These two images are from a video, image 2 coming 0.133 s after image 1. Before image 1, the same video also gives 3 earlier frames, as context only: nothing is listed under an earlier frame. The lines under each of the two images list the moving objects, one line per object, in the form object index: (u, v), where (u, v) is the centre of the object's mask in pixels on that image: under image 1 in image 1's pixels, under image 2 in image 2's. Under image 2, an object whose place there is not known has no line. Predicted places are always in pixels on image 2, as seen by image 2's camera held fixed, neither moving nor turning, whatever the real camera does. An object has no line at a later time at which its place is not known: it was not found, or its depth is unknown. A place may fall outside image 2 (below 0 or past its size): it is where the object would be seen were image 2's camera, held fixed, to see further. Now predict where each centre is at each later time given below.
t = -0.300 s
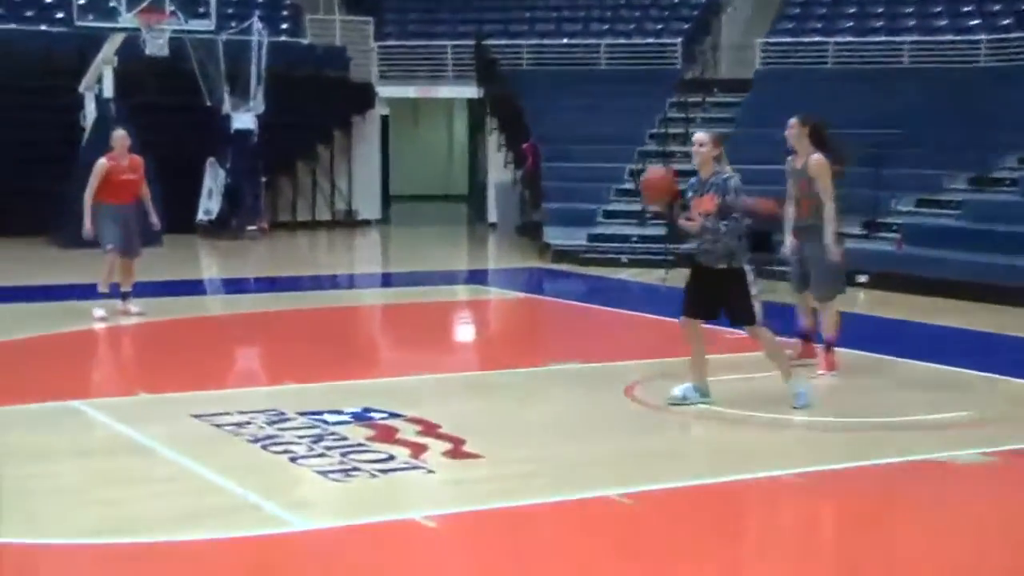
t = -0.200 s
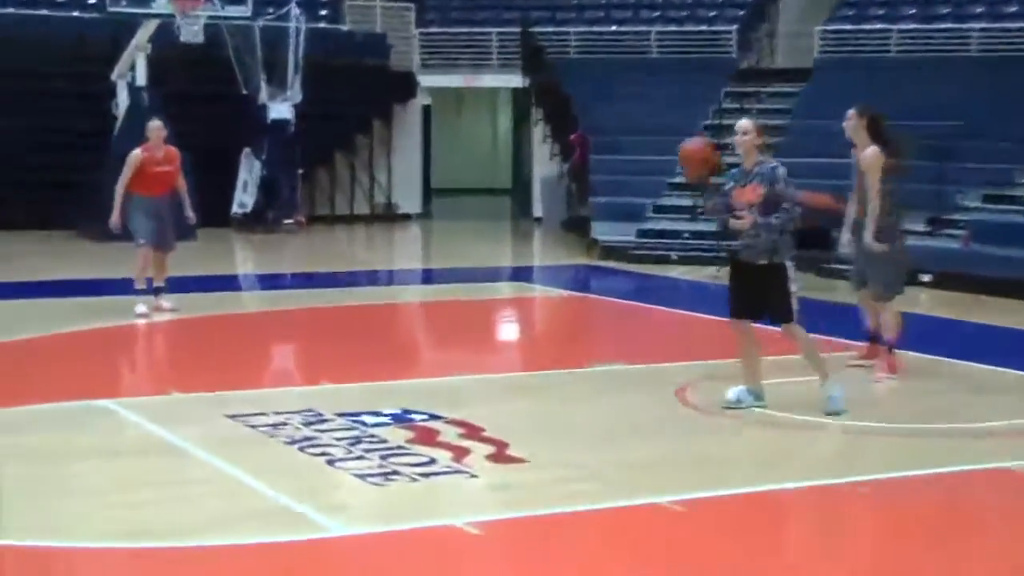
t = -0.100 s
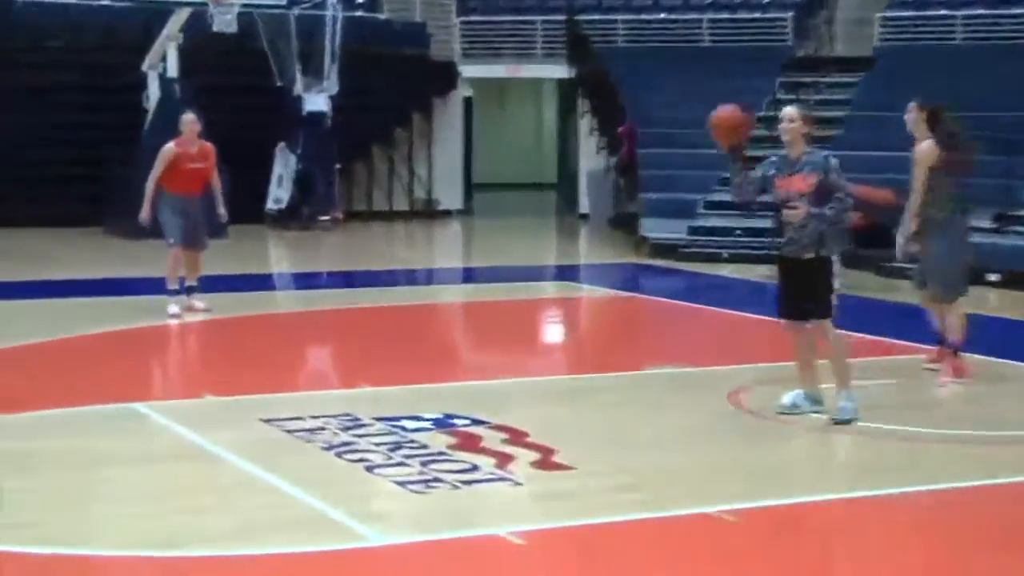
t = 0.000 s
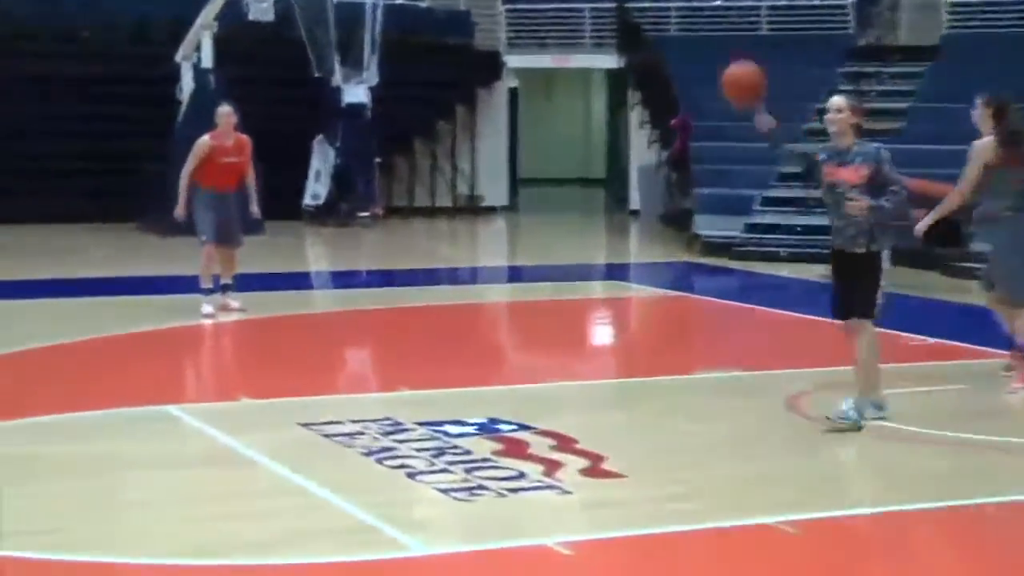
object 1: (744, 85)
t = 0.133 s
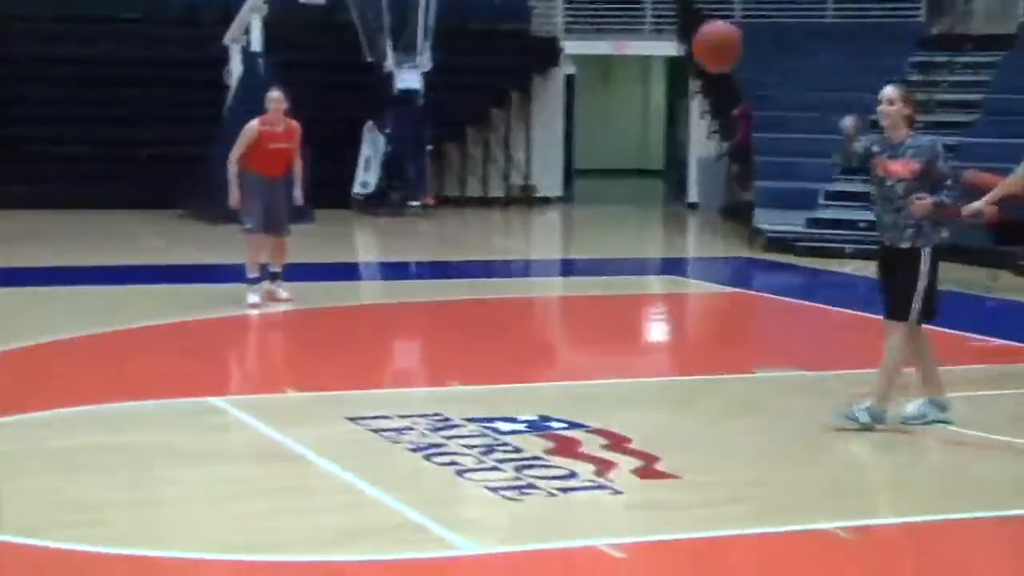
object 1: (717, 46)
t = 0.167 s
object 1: (695, 46)
